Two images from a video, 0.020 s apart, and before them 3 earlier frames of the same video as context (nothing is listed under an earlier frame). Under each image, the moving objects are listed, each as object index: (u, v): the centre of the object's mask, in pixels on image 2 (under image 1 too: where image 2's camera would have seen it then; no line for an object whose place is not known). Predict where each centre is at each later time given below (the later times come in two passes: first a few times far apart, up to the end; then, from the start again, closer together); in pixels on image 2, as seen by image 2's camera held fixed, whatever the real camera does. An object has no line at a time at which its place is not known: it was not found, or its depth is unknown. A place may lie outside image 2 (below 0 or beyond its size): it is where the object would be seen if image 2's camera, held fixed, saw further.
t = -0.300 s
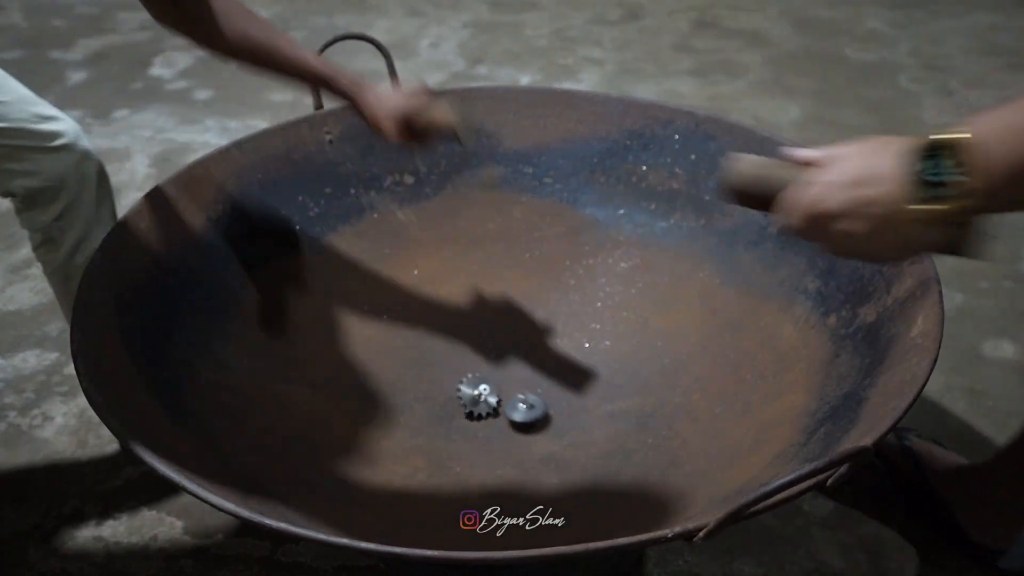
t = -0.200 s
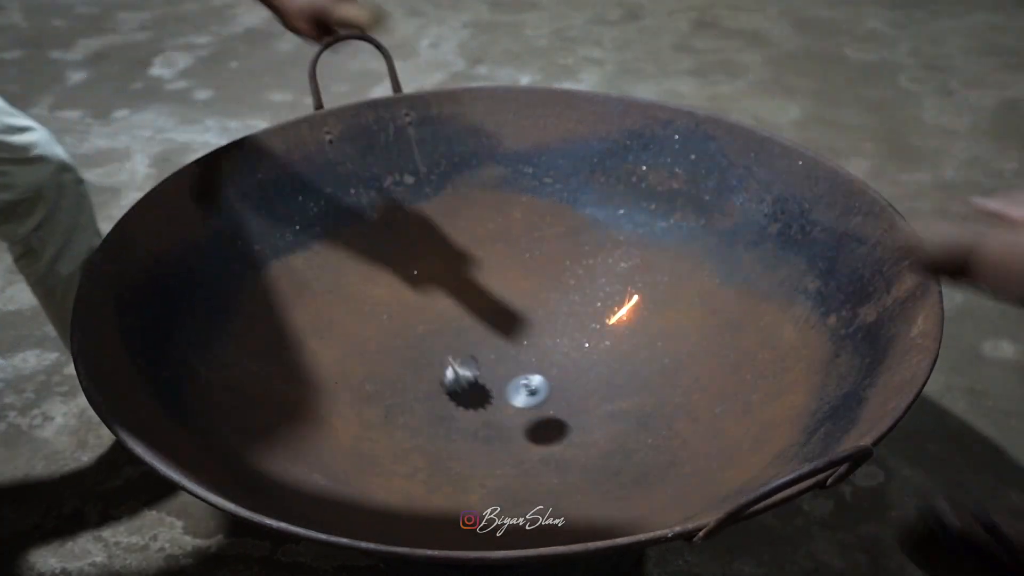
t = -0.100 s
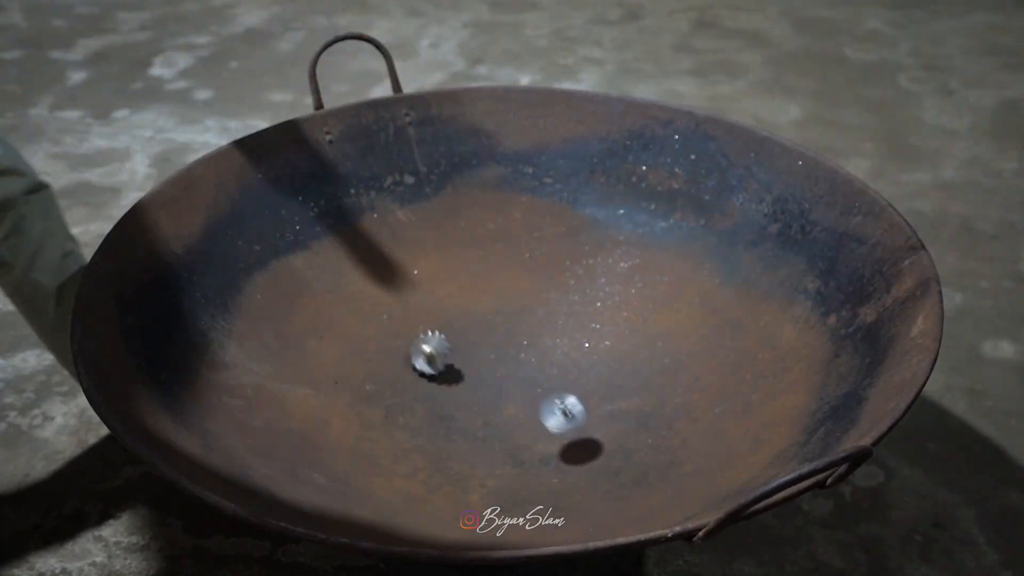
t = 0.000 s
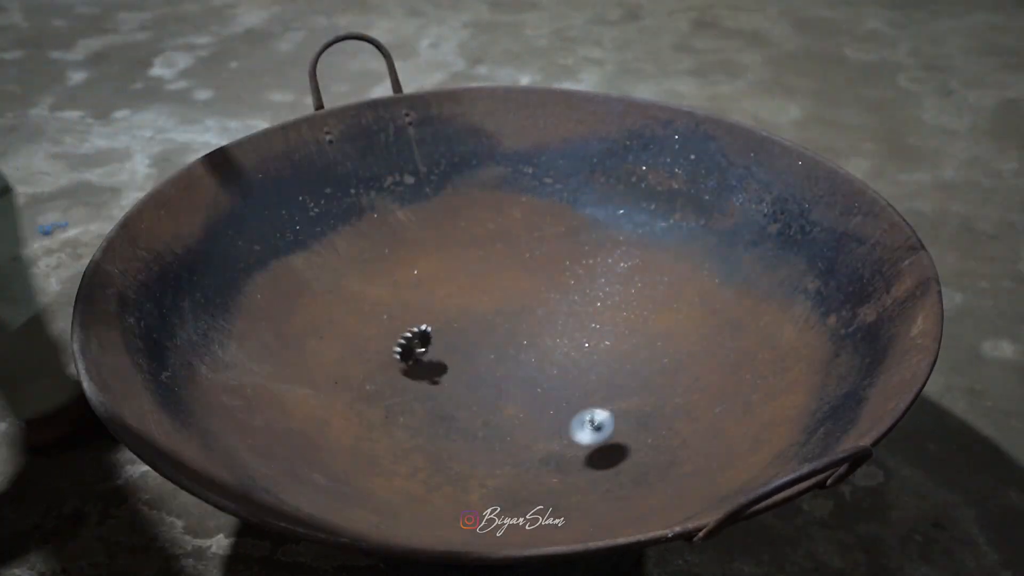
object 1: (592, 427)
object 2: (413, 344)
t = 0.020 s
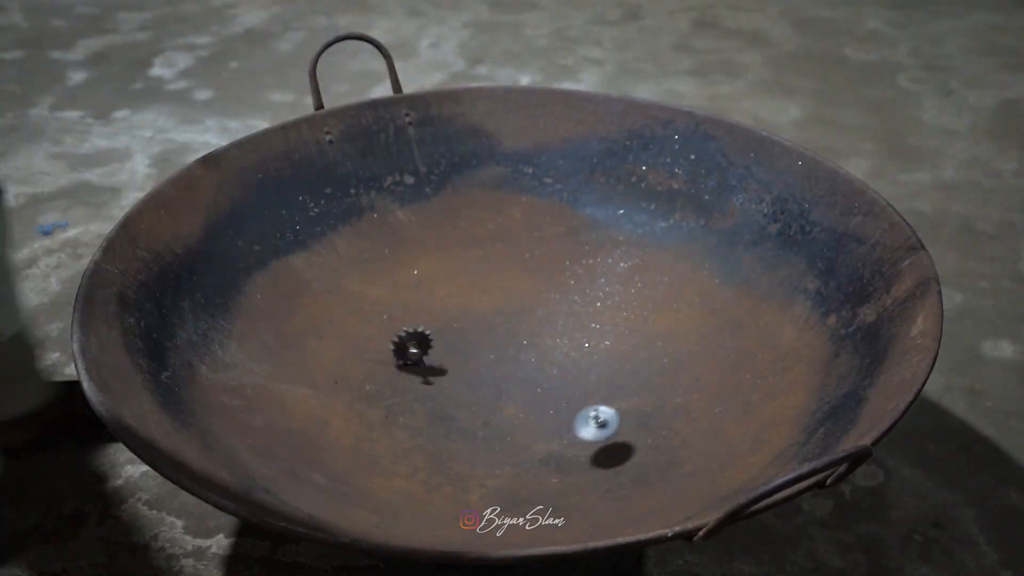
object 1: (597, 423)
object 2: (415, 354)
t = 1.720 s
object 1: (607, 335)
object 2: (469, 456)
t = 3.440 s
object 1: (399, 502)
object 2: (474, 455)
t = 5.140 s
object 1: (451, 265)
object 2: (475, 454)
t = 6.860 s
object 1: (628, 363)
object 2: (479, 455)
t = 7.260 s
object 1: (451, 325)
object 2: (479, 456)
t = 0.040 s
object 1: (601, 422)
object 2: (413, 352)
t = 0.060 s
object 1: (605, 424)
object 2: (412, 352)
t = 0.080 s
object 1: (609, 427)
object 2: (412, 354)
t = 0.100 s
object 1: (614, 433)
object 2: (413, 357)
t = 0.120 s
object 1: (617, 433)
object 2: (415, 360)
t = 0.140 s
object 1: (616, 421)
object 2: (417, 363)
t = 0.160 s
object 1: (615, 410)
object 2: (420, 366)
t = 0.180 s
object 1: (615, 403)
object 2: (424, 367)
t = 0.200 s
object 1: (614, 397)
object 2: (426, 370)
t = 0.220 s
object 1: (613, 394)
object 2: (432, 371)
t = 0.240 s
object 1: (612, 393)
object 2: (437, 370)
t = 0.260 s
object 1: (611, 395)
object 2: (441, 370)
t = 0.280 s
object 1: (610, 396)
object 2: (446, 371)
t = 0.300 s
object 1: (605, 386)
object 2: (449, 372)
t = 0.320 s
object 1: (599, 374)
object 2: (453, 373)
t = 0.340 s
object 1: (594, 366)
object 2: (455, 375)
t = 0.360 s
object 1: (588, 360)
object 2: (458, 377)
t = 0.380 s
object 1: (582, 355)
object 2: (461, 380)
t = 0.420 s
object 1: (571, 355)
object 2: (466, 381)
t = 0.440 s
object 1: (565, 355)
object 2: (469, 382)
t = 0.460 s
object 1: (555, 349)
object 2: (471, 384)
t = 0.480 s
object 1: (545, 345)
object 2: (473, 386)
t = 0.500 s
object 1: (534, 343)
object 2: (475, 386)
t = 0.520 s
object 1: (524, 344)
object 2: (478, 387)
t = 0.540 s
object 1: (515, 347)
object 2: (479, 388)
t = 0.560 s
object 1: (506, 352)
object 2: (482, 387)
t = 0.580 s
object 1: (506, 349)
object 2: (474, 396)
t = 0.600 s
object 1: (509, 340)
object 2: (462, 403)
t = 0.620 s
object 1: (512, 333)
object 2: (453, 409)
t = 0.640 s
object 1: (515, 328)
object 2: (441, 411)
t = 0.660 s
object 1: (517, 326)
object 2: (434, 414)
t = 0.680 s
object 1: (520, 326)
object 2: (426, 420)
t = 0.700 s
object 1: (523, 328)
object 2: (420, 426)
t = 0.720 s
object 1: (525, 332)
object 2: (416, 430)
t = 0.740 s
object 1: (524, 331)
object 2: (410, 432)
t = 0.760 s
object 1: (522, 329)
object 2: (408, 435)
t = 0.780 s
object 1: (519, 328)
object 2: (408, 437)
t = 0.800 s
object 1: (517, 330)
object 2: (407, 441)
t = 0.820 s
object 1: (514, 335)
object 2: (406, 443)
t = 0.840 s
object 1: (512, 341)
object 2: (407, 445)
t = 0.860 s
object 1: (509, 346)
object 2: (407, 446)
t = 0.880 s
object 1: (506, 349)
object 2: (407, 447)
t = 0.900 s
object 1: (502, 354)
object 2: (408, 450)
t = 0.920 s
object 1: (498, 362)
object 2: (410, 452)
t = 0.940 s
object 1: (495, 371)
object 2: (413, 454)
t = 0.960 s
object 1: (491, 381)
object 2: (416, 454)
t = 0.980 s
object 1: (488, 384)
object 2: (420, 453)
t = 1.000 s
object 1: (485, 388)
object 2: (423, 455)
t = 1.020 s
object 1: (482, 394)
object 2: (426, 455)
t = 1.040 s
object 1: (479, 402)
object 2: (430, 455)
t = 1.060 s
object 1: (477, 408)
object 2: (434, 454)
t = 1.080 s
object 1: (478, 411)
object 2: (438, 454)
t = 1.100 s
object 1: (479, 417)
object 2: (443, 454)
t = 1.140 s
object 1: (480, 432)
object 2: (453, 453)
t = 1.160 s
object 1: (485, 434)
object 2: (458, 454)
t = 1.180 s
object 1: (492, 434)
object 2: (462, 455)
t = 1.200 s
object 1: (500, 436)
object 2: (463, 457)
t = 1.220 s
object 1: (509, 440)
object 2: (465, 460)
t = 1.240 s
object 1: (518, 447)
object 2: (467, 462)
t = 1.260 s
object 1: (527, 453)
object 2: (468, 463)
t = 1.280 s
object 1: (538, 453)
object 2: (469, 464)
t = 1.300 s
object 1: (549, 452)
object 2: (469, 465)
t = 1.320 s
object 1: (561, 454)
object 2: (470, 465)
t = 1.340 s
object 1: (573, 455)
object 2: (471, 465)
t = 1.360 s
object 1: (582, 449)
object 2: (472, 464)
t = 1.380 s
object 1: (591, 444)
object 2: (473, 464)
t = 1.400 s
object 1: (601, 441)
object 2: (474, 463)
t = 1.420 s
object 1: (610, 440)
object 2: (474, 463)
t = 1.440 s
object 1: (618, 437)
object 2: (474, 462)
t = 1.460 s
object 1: (624, 428)
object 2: (474, 461)
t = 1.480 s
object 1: (631, 422)
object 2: (474, 461)
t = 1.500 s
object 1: (636, 418)
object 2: (473, 459)
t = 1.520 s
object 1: (639, 410)
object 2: (472, 457)
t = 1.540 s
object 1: (642, 401)
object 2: (470, 457)
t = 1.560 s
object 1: (644, 395)
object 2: (469, 456)
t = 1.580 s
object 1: (644, 387)
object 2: (468, 456)
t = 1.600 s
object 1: (643, 378)
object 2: (467, 456)
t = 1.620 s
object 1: (641, 370)
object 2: (467, 456)
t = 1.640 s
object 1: (637, 361)
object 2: (467, 456)
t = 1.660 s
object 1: (632, 354)
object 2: (467, 456)
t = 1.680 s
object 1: (625, 347)
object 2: (468, 456)
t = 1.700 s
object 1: (616, 340)
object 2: (469, 456)
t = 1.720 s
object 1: (607, 335)
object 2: (469, 456)
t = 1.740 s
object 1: (597, 330)
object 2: (471, 456)
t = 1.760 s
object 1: (587, 327)
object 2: (473, 456)
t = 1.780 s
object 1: (575, 324)
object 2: (474, 457)
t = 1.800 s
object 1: (562, 322)
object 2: (475, 457)
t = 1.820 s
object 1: (550, 320)
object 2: (476, 457)
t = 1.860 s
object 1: (523, 320)
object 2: (477, 458)
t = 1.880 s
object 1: (510, 323)
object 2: (477, 459)
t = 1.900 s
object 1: (496, 325)
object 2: (477, 459)
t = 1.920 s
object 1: (483, 329)
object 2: (478, 459)
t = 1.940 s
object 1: (469, 333)
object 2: (478, 459)
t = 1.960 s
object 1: (456, 338)
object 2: (477, 458)
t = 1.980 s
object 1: (443, 344)
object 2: (477, 458)
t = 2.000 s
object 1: (432, 351)
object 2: (476, 458)
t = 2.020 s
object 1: (422, 358)
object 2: (476, 457)
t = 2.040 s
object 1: (413, 365)
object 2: (475, 456)
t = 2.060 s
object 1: (406, 374)
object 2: (474, 456)
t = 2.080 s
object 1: (399, 383)
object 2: (473, 456)
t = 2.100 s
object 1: (395, 393)
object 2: (473, 456)
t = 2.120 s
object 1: (391, 403)
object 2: (472, 455)
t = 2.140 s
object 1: (390, 414)
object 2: (472, 455)
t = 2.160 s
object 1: (390, 424)
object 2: (471, 455)
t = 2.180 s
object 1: (393, 435)
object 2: (471, 455)
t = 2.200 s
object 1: (398, 445)
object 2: (471, 455)
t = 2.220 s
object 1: (404, 455)
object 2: (471, 455)
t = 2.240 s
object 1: (413, 466)
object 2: (471, 455)
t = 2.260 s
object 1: (424, 475)
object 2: (472, 455)
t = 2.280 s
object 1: (437, 484)
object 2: (472, 455)
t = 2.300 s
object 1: (451, 489)
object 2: (473, 455)
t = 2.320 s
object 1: (466, 495)
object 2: (474, 456)
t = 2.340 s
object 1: (484, 495)
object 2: (475, 456)
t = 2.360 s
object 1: (504, 498)
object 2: (476, 456)
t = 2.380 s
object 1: (523, 502)
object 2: (476, 457)
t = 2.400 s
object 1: (543, 502)
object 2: (477, 457)
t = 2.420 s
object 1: (560, 499)
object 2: (477, 457)
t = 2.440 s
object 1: (580, 497)
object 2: (477, 458)
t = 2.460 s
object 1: (598, 492)
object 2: (478, 458)
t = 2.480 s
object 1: (615, 482)
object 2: (478, 458)
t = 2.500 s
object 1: (631, 474)
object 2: (478, 458)
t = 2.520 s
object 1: (646, 468)
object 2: (478, 458)
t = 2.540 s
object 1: (657, 458)
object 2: (478, 458)
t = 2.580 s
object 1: (675, 439)
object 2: (478, 458)
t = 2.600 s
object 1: (681, 428)
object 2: (478, 458)
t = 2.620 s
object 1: (684, 416)
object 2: (478, 458)
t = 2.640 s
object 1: (687, 406)
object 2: (478, 458)
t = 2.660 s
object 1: (687, 395)
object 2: (477, 457)
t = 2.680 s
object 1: (685, 384)
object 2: (476, 457)
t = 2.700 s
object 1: (681, 373)
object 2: (476, 456)
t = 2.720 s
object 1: (675, 362)
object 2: (475, 456)
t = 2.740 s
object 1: (668, 352)
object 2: (475, 455)
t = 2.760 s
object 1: (657, 343)
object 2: (474, 455)
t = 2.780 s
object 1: (645, 334)
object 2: (474, 455)
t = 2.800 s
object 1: (633, 327)
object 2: (474, 455)
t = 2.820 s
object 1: (619, 319)
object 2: (474, 455)
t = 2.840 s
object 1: (604, 314)
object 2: (473, 455)
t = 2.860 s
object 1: (588, 310)
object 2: (473, 455)
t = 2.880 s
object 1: (574, 307)
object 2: (473, 455)
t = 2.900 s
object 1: (557, 305)
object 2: (474, 455)
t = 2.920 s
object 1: (542, 305)
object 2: (474, 455)
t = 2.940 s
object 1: (525, 304)
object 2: (474, 455)
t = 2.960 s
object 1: (507, 304)
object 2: (475, 455)
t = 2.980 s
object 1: (489, 306)
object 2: (475, 455)
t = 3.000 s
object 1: (472, 308)
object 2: (476, 456)
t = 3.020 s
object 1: (454, 310)
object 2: (476, 456)
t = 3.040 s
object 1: (437, 315)
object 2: (477, 456)
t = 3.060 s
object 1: (421, 319)
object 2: (477, 457)
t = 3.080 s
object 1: (405, 324)
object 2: (477, 457)
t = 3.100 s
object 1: (388, 331)
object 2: (478, 457)
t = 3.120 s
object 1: (374, 339)
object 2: (478, 457)
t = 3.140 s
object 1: (361, 346)
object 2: (478, 457)
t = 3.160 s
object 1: (350, 354)
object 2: (478, 457)
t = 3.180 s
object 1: (340, 363)
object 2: (477, 457)
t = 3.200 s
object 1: (332, 373)
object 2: (477, 456)
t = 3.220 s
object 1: (326, 382)
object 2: (477, 456)
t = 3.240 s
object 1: (323, 394)
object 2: (476, 455)
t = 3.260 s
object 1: (323, 404)
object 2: (476, 455)
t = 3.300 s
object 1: (325, 430)
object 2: (475, 455)
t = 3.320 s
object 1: (329, 442)
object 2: (475, 455)
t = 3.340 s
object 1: (334, 453)
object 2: (475, 455)
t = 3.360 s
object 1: (342, 465)
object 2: (475, 455)
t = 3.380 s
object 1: (352, 475)
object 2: (475, 455)
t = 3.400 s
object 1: (365, 485)
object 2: (475, 455)
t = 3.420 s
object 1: (380, 494)
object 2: (475, 455)
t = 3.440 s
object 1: (399, 502)
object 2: (474, 455)
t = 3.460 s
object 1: (418, 510)
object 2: (474, 455)
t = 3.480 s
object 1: (437, 516)
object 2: (474, 455)
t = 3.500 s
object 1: (458, 520)
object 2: (474, 455)
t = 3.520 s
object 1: (483, 522)
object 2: (474, 455)
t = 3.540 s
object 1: (508, 522)
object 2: (474, 455)
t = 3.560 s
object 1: (533, 521)
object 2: (474, 455)
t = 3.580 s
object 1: (555, 518)
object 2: (474, 455)
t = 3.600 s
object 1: (579, 514)
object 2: (474, 455)
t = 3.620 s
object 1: (600, 507)
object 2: (474, 455)
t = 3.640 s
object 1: (621, 500)
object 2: (474, 454)
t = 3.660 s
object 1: (639, 490)
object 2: (474, 454)
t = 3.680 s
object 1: (655, 478)
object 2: (474, 454)
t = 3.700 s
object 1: (669, 466)
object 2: (474, 454)
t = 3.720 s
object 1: (679, 452)
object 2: (474, 454)
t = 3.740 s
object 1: (688, 439)
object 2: (474, 455)
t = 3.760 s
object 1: (692, 425)
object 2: (474, 455)
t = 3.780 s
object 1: (694, 411)
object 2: (474, 455)
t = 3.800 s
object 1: (693, 397)
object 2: (474, 454)
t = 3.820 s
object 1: (691, 382)
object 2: (474, 455)
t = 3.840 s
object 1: (686, 368)
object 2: (474, 454)
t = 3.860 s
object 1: (678, 355)
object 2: (474, 455)
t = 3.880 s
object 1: (669, 343)
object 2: (474, 454)
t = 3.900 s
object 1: (658, 331)
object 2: (474, 455)
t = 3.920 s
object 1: (646, 319)
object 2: (474, 455)
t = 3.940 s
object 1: (631, 308)
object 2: (474, 455)
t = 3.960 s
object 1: (616, 299)
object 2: (474, 454)
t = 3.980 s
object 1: (600, 289)
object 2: (474, 454)
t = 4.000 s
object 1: (581, 280)
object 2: (474, 454)
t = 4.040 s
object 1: (540, 265)
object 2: (474, 454)
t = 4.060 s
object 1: (517, 259)
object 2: (474, 454)
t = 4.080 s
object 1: (497, 257)
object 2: (474, 454)
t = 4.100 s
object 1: (472, 254)
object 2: (474, 454)
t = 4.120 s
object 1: (453, 253)
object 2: (474, 454)
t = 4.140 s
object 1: (426, 254)
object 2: (474, 454)
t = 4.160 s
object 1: (409, 254)
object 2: (474, 454)
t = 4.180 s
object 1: (387, 256)
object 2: (474, 454)
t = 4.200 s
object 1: (367, 261)
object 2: (474, 454)
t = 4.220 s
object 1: (346, 268)
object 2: (474, 454)
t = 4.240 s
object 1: (331, 276)
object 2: (474, 454)
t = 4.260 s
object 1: (315, 286)
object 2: (474, 454)
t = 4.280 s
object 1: (299, 300)
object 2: (475, 454)
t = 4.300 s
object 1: (297, 309)
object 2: (475, 454)
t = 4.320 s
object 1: (298, 320)
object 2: (475, 454)
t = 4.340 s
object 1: (300, 336)
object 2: (475, 454)
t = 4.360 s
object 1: (302, 354)
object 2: (474, 454)
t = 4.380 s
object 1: (303, 375)
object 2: (475, 454)
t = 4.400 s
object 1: (307, 402)
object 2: (475, 454)
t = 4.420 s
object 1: (310, 433)
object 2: (475, 454)
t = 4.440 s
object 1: (330, 456)
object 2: (475, 454)
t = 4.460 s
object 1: (368, 458)
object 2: (475, 454)
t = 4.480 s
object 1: (410, 465)
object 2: (475, 454)
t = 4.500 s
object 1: (452, 474)
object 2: (480, 452)
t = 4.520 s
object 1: (497, 486)
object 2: (473, 453)
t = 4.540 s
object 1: (545, 505)
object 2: (475, 454)
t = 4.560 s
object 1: (599, 506)
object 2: (475, 454)
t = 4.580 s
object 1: (623, 485)
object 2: (475, 454)
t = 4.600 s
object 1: (671, 455)
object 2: (475, 454)
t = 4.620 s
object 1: (712, 435)
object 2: (475, 454)
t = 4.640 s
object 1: (742, 419)
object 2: (475, 454)
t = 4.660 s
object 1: (788, 398)
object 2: (475, 454)
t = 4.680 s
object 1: (823, 391)
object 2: (475, 454)
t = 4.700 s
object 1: (851, 375)
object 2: (475, 454)
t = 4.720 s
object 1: (866, 355)
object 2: (475, 454)
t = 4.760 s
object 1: (875, 304)
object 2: (475, 454)
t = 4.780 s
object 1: (875, 289)
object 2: (475, 454)
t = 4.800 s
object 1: (869, 278)
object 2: (475, 454)
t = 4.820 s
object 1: (854, 258)
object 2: (475, 454)
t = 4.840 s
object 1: (836, 247)
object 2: (475, 454)
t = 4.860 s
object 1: (820, 238)
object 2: (475, 454)
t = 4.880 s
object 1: (798, 227)
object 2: (475, 454)
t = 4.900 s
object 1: (777, 221)
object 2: (475, 454)
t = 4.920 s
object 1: (755, 214)
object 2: (475, 454)
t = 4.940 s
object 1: (724, 212)
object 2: (475, 454)
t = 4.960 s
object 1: (698, 212)
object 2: (475, 454)
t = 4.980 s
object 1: (671, 211)
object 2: (475, 454)
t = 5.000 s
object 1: (640, 212)
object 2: (475, 454)
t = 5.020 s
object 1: (602, 214)
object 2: (475, 454)
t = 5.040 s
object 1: (582, 218)
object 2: (475, 454)
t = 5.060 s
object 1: (554, 228)
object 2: (475, 454)
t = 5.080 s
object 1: (524, 233)
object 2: (475, 454)
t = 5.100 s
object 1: (496, 242)
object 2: (475, 454)
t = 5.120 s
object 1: (479, 252)
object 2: (475, 454)
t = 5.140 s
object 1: (451, 265)
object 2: (475, 454)
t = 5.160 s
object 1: (432, 275)
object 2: (475, 454)
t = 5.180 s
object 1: (419, 285)
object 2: (475, 454)
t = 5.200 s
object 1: (401, 302)
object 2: (475, 454)
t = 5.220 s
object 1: (376, 325)
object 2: (475, 454)
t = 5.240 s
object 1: (359, 349)
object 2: (475, 454)
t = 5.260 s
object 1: (345, 371)
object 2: (475, 454)
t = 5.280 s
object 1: (347, 381)
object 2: (475, 454)
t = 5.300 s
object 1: (349, 396)
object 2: (475, 454)
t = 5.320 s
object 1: (355, 423)
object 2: (475, 454)
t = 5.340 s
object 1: (360, 440)
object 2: (475, 454)
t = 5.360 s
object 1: (367, 456)
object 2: (475, 454)
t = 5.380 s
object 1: (391, 457)
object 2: (475, 454)
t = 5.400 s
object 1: (406, 459)
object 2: (476, 454)
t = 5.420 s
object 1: (426, 466)
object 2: (476, 454)
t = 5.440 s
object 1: (445, 475)
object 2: (478, 452)
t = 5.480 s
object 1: (494, 489)
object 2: (477, 455)
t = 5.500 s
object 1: (510, 516)
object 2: (478, 455)
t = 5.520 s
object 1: (538, 529)
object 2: (479, 455)
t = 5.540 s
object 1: (571, 522)
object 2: (479, 455)
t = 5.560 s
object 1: (587, 499)
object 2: (479, 455)
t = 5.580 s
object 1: (603, 478)
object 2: (479, 455)
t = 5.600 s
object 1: (626, 474)
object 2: (479, 455)
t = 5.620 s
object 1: (648, 465)
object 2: (479, 455)
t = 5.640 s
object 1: (665, 459)
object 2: (479, 455)
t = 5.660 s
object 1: (690, 452)
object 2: (479, 455)
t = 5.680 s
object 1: (702, 449)
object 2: (478, 455)
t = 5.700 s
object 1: (716, 445)
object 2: (478, 455)
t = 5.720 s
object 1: (722, 434)
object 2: (478, 455)
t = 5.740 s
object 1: (728, 422)
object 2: (478, 454)
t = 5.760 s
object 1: (734, 410)
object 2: (477, 454)
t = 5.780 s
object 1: (731, 395)
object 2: (477, 454)
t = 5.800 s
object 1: (734, 386)
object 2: (478, 454)
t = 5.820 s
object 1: (732, 379)
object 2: (478, 454)
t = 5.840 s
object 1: (726, 369)
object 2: (478, 454)
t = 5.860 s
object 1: (719, 359)
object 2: (478, 454)
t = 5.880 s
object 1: (705, 344)
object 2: (478, 455)
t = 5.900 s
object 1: (693, 333)
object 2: (478, 455)
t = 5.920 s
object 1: (677, 323)
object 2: (478, 455)
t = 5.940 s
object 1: (659, 314)
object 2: (479, 455)
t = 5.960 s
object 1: (644, 306)
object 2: (479, 455)
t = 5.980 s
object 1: (624, 294)
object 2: (479, 455)
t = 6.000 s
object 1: (604, 291)
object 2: (479, 455)
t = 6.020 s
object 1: (590, 284)
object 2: (479, 455)
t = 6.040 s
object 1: (568, 277)
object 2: (479, 456)
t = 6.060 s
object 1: (547, 271)
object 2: (479, 455)
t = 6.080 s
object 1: (527, 267)
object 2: (479, 455)
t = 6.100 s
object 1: (508, 264)
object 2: (479, 455)
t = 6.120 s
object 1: (486, 260)
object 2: (479, 455)
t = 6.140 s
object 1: (465, 260)
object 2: (479, 455)
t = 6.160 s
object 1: (447, 259)
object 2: (479, 456)
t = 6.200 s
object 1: (405, 261)
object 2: (479, 456)
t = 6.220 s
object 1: (387, 264)
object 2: (479, 456)
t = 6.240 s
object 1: (371, 267)
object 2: (479, 456)
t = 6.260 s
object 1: (353, 272)
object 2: (479, 456)
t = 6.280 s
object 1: (339, 279)
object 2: (480, 456)
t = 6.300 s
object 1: (325, 286)
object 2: (480, 456)
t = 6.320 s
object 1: (315, 296)
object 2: (479, 456)
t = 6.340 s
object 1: (305, 306)
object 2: (479, 456)
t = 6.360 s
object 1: (296, 317)
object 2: (479, 456)
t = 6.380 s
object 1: (288, 335)
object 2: (479, 456)
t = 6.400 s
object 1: (286, 348)
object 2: (479, 456)
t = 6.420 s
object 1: (287, 364)
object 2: (479, 456)
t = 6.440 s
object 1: (291, 375)
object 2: (479, 456)
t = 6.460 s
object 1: (295, 390)
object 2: (479, 456)
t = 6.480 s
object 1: (306, 402)
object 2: (479, 456)
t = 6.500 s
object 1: (317, 417)
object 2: (479, 456)
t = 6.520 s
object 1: (329, 432)
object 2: (479, 455)
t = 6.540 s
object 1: (347, 445)
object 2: (479, 456)
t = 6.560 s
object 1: (364, 454)
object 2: (479, 455)
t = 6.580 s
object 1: (387, 465)
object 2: (479, 456)
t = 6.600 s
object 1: (410, 473)
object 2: (479, 455)
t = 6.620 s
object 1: (436, 480)
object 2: (479, 455)
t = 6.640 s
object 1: (458, 483)
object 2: (480, 454)
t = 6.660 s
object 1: (488, 483)
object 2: (475, 451)
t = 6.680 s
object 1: (513, 479)
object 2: (476, 454)
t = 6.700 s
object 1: (535, 475)
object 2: (479, 456)
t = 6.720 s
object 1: (558, 468)
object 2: (479, 455)
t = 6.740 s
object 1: (575, 452)
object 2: (479, 455)
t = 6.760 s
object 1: (589, 436)
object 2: (479, 455)
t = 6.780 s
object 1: (605, 424)
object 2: (479, 455)
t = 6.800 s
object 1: (621, 416)
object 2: (479, 455)
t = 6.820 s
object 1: (629, 403)
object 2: (479, 455)
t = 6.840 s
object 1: (632, 391)
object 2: (479, 455)
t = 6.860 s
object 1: (628, 363)
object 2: (479, 455)
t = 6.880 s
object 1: (627, 349)
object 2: (479, 455)
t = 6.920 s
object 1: (619, 326)
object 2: (479, 455)
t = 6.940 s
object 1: (619, 321)
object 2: (479, 455)
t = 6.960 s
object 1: (609, 308)
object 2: (479, 455)
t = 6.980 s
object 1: (595, 297)
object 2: (479, 455)
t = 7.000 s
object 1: (588, 285)
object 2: (479, 456)
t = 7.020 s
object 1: (576, 278)
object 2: (479, 456)
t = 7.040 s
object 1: (564, 270)
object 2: (479, 456)
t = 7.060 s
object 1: (553, 270)
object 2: (479, 456)
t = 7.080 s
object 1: (542, 266)
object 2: (479, 456)
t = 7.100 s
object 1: (531, 268)
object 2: (479, 456)
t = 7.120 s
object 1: (520, 268)
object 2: (479, 456)
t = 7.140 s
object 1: (510, 270)
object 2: (479, 456)
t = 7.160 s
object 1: (497, 275)
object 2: (479, 456)
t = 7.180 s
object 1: (487, 283)
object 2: (479, 456)
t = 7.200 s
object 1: (479, 288)
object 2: (479, 456)
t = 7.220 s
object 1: (470, 295)
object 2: (479, 456)
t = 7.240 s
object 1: (460, 310)
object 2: (479, 456)
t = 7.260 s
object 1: (451, 325)
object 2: (479, 456)
